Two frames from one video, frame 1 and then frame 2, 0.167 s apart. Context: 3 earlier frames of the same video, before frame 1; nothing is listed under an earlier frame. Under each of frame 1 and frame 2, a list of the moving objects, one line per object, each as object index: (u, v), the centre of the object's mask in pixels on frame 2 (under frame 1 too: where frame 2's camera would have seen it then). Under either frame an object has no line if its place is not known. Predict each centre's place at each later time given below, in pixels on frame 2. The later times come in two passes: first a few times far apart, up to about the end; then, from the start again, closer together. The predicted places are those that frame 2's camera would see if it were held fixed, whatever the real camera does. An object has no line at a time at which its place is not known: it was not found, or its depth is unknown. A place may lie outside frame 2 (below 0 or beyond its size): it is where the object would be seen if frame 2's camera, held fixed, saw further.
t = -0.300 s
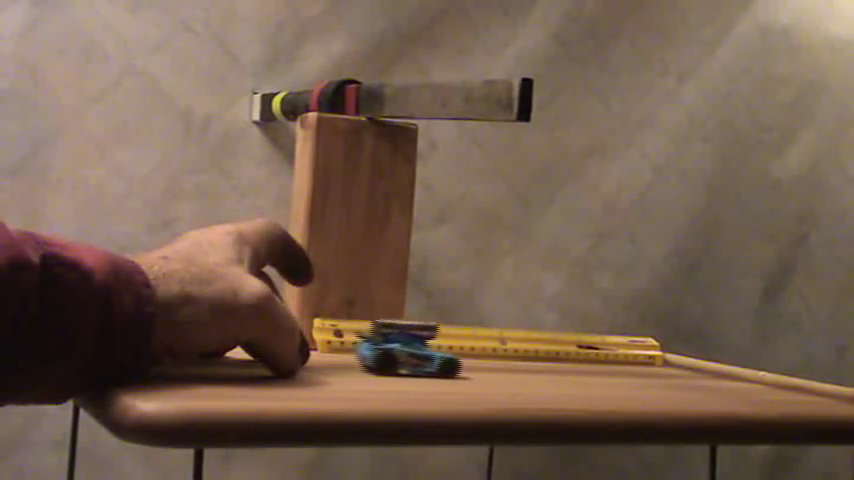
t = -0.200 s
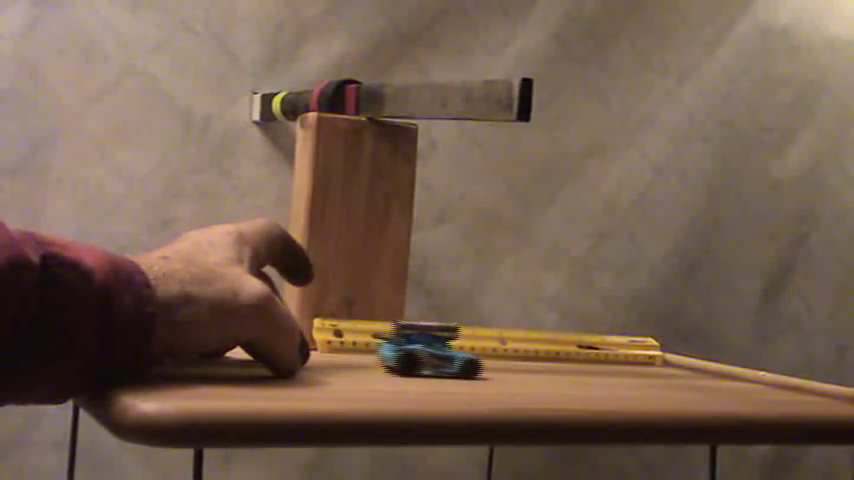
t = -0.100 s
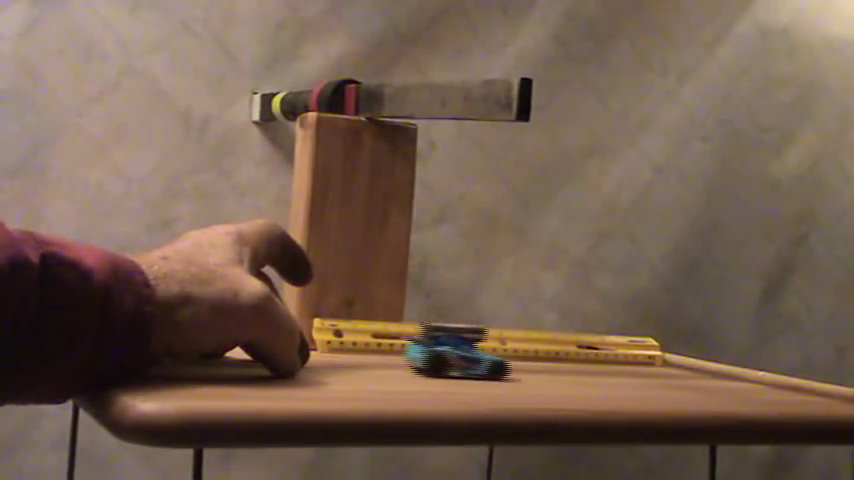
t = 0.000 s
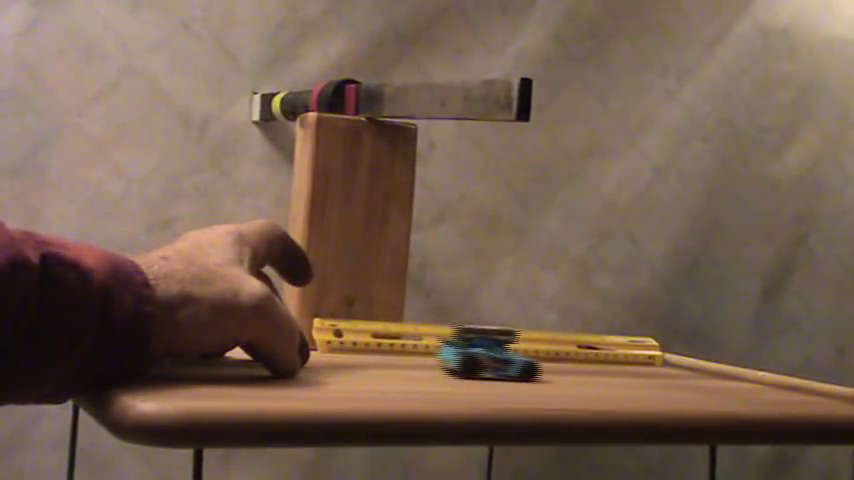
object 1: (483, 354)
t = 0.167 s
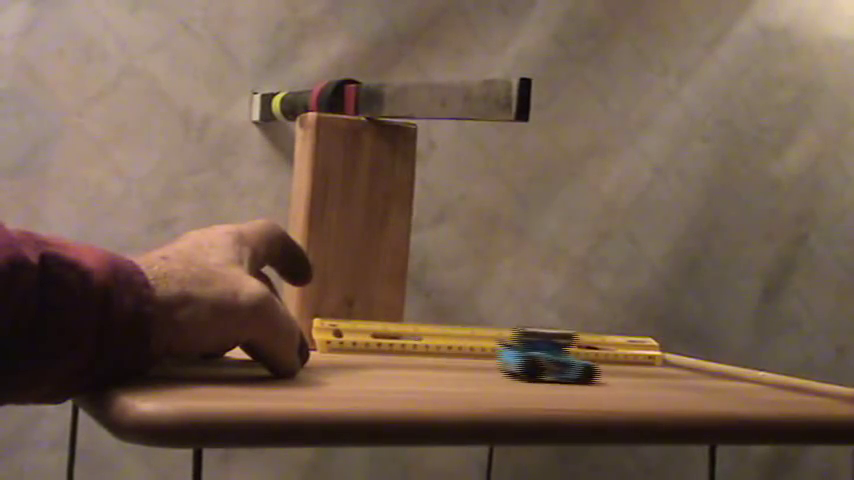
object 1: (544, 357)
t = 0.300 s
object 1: (590, 360)
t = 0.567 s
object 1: (664, 364)
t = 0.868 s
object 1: (710, 367)
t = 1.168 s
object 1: (722, 367)
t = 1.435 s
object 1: (715, 366)
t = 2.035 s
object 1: (689, 364)
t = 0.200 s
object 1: (556, 357)
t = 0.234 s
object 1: (568, 359)
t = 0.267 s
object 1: (579, 359)
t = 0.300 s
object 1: (590, 360)
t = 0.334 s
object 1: (601, 360)
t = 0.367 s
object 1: (611, 361)
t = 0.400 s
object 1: (621, 361)
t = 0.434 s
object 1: (631, 362)
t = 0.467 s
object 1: (640, 363)
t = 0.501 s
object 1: (649, 363)
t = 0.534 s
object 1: (656, 364)
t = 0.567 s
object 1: (664, 364)
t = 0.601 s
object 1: (671, 364)
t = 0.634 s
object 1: (677, 365)
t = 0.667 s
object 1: (684, 365)
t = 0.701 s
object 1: (689, 365)
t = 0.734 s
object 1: (694, 365)
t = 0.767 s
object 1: (699, 366)
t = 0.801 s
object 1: (704, 367)
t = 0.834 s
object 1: (707, 367)
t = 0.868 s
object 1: (710, 367)
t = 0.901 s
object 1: (713, 367)
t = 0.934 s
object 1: (716, 368)
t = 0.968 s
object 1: (718, 367)
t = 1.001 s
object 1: (720, 367)
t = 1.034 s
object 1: (721, 367)
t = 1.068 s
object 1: (723, 367)
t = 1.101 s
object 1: (723, 367)
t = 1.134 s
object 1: (723, 367)
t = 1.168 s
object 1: (722, 367)
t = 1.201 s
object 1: (722, 367)
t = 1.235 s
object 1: (721, 367)
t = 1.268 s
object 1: (719, 366)
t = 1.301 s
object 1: (719, 366)
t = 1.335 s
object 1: (718, 366)
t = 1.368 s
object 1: (717, 366)
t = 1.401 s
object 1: (716, 366)
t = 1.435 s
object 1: (715, 366)
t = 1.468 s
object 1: (714, 365)
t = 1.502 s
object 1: (714, 365)
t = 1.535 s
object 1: (713, 365)
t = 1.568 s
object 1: (715, 364)
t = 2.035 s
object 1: (689, 364)
